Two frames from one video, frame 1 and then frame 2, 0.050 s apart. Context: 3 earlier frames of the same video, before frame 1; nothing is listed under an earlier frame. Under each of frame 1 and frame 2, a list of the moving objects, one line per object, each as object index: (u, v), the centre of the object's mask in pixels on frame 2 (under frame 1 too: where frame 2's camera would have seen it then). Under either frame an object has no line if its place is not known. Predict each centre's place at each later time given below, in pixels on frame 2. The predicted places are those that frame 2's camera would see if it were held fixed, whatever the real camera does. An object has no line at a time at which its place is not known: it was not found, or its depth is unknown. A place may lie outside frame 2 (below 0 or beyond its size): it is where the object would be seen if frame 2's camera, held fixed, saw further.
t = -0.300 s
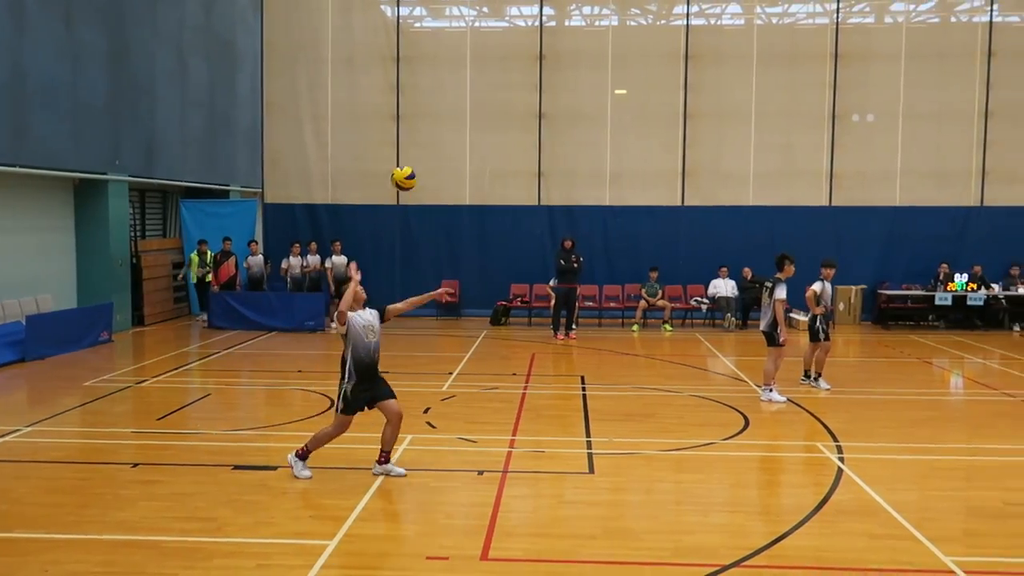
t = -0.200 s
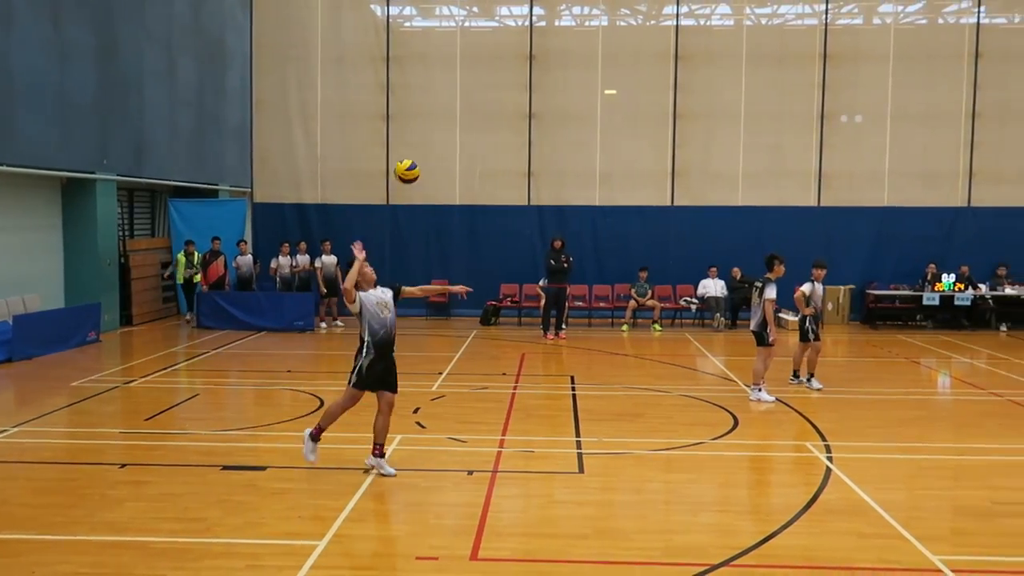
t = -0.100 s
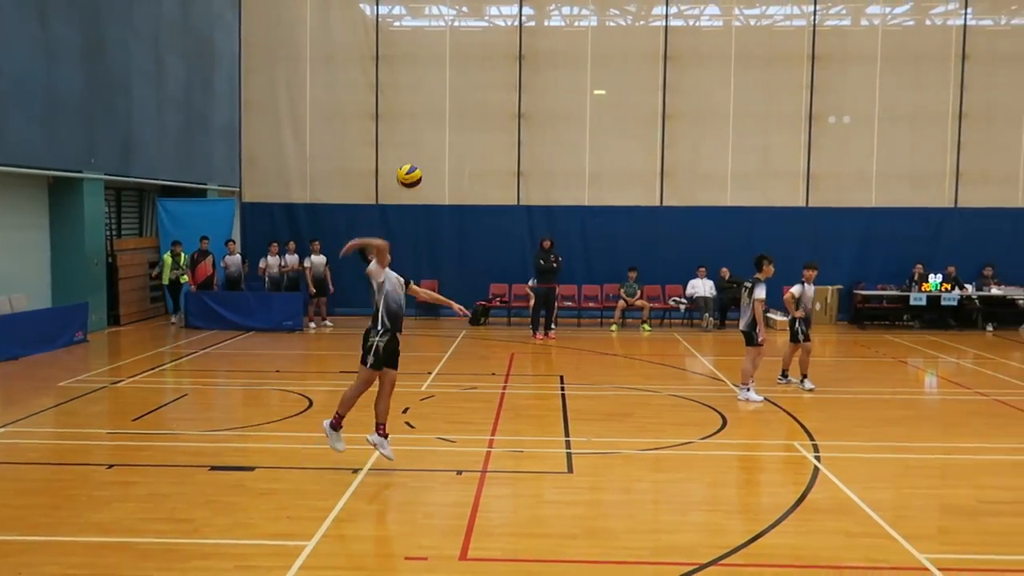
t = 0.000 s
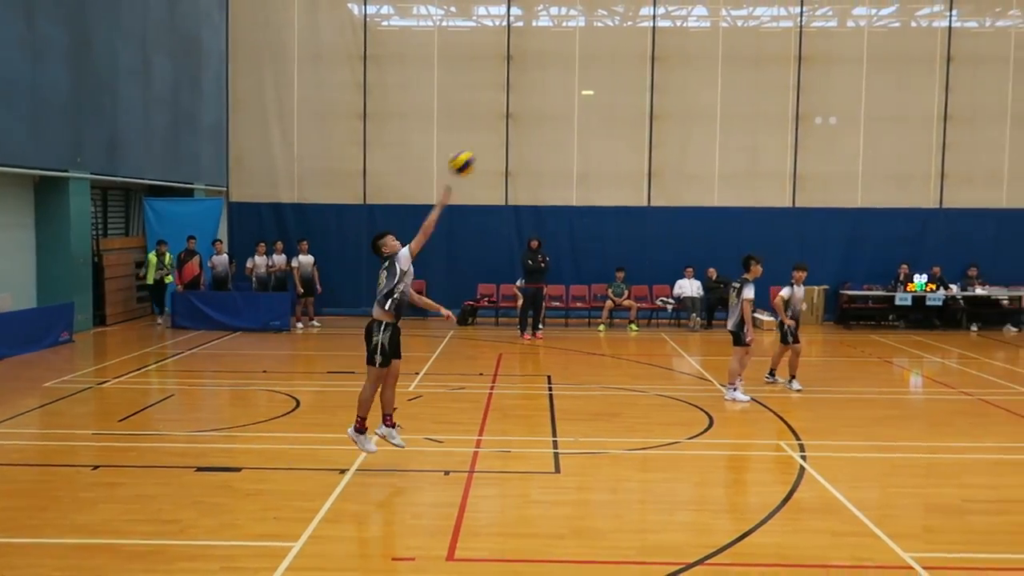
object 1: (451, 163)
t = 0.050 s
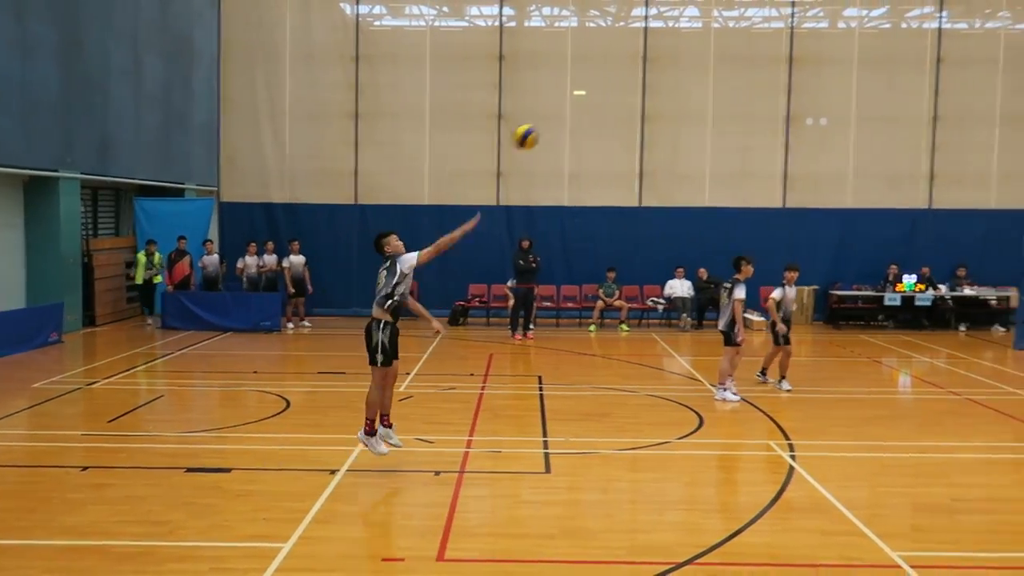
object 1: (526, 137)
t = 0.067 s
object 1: (549, 129)
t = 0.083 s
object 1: (572, 121)
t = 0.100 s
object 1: (595, 114)
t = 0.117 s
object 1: (618, 108)
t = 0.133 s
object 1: (642, 101)
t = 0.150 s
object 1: (664, 95)
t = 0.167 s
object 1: (686, 90)
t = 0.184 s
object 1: (710, 84)
